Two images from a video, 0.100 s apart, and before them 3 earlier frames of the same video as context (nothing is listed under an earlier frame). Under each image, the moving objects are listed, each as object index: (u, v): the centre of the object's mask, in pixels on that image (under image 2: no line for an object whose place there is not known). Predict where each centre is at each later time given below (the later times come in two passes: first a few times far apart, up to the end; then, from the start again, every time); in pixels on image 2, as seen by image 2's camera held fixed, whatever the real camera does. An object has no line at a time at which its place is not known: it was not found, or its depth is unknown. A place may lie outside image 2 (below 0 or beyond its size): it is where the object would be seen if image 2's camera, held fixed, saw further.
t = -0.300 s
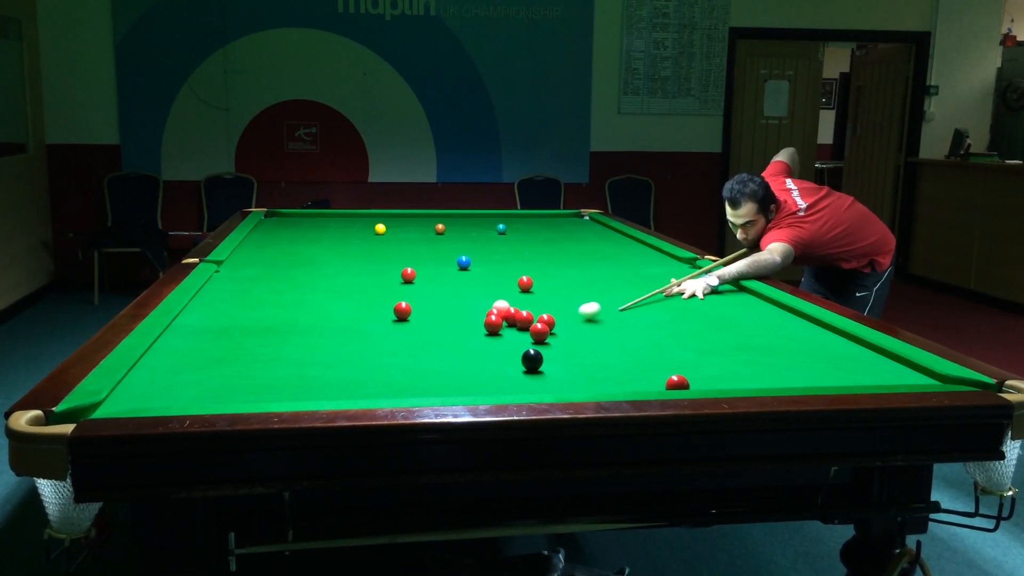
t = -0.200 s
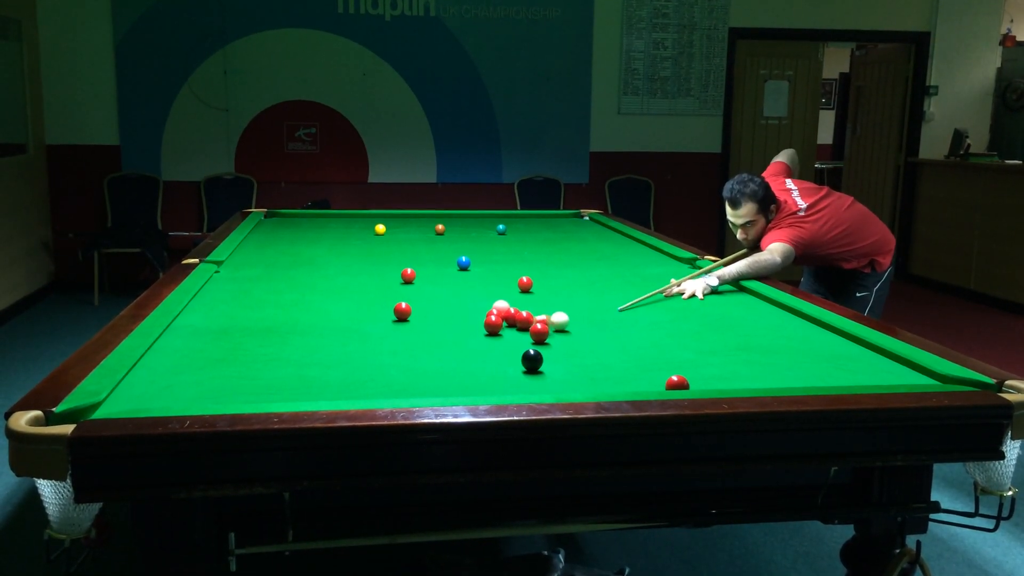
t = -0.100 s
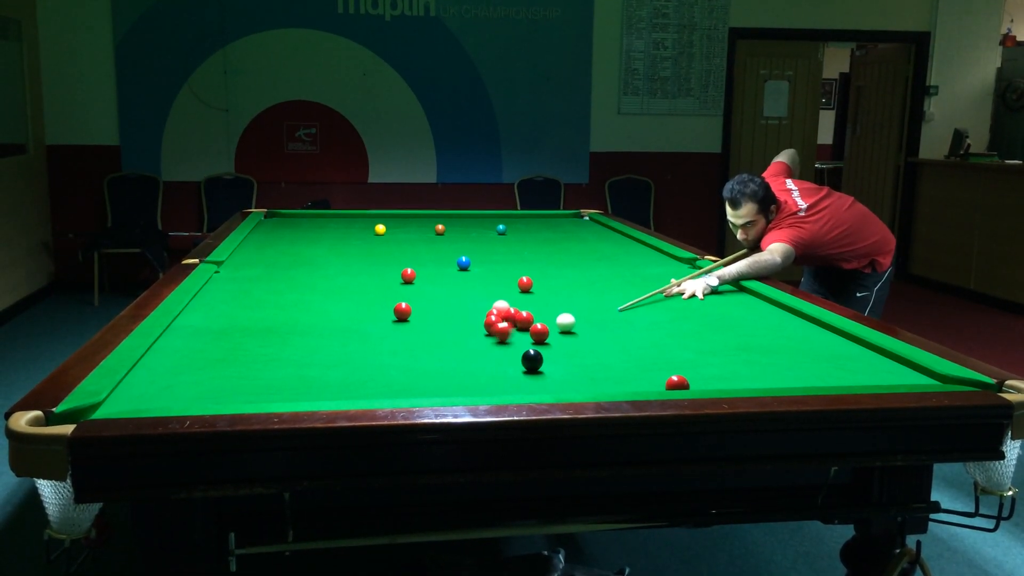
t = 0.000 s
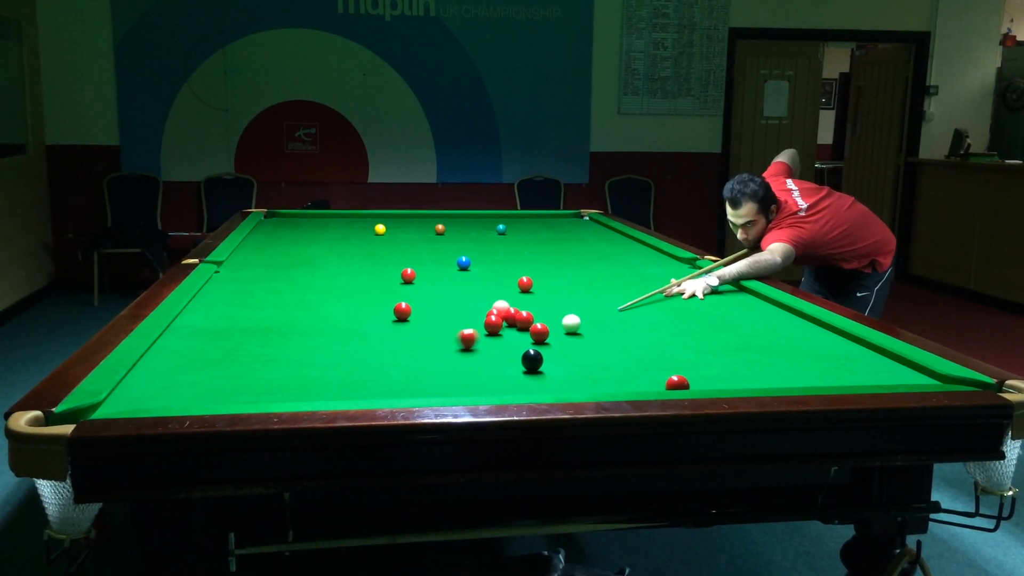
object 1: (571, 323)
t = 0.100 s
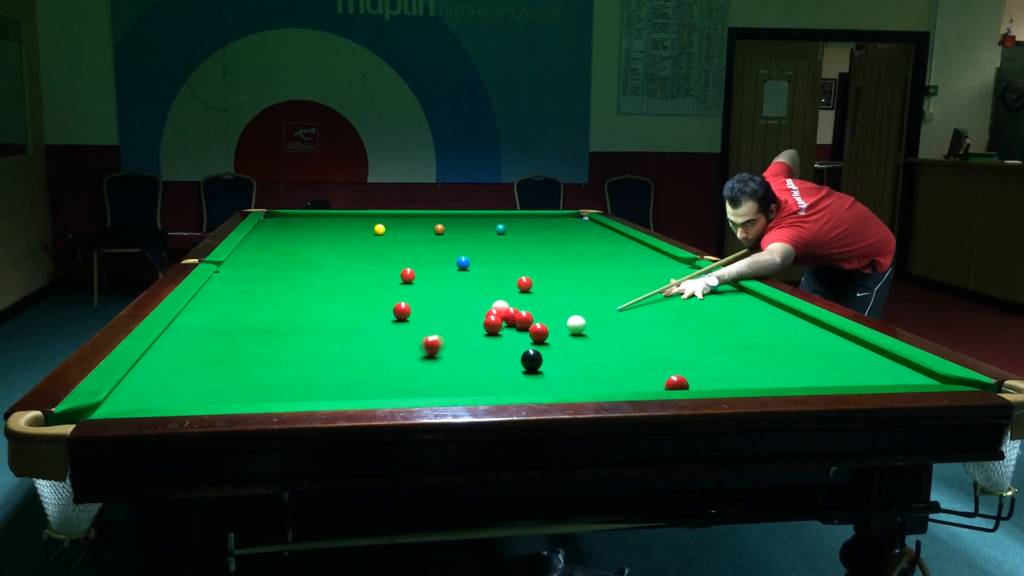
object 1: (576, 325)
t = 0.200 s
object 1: (582, 326)
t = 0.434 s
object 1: (593, 328)
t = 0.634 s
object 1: (602, 330)
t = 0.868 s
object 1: (611, 331)
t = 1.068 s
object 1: (618, 333)
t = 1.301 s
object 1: (623, 334)
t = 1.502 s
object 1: (628, 334)
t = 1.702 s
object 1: (631, 335)
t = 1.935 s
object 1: (633, 335)
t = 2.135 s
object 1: (634, 336)
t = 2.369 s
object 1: (634, 336)
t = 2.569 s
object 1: (634, 336)
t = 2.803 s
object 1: (634, 336)
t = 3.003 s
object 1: (634, 336)
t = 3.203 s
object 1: (634, 336)
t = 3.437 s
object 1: (634, 336)
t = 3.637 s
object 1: (634, 336)
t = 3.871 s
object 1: (634, 336)
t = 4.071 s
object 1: (634, 336)
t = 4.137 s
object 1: (634, 336)
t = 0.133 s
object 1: (578, 325)
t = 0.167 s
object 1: (580, 325)
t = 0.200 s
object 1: (582, 326)
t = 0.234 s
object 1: (583, 326)
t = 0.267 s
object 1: (585, 326)
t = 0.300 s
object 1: (587, 326)
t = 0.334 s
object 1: (588, 327)
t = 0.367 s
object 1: (590, 327)
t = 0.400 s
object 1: (591, 327)
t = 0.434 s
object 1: (593, 328)
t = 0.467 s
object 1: (595, 328)
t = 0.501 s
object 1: (596, 329)
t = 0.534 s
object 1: (598, 329)
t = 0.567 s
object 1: (599, 329)
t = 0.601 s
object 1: (600, 329)
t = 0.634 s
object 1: (602, 330)
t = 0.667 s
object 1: (603, 330)
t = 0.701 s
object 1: (605, 330)
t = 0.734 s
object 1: (606, 330)
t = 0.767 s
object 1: (607, 331)
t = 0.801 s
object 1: (609, 331)
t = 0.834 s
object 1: (610, 331)
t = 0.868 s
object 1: (611, 331)
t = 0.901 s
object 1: (612, 332)
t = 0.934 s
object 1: (613, 332)
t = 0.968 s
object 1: (614, 332)
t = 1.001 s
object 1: (616, 332)
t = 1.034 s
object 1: (617, 332)
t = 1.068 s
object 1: (618, 333)
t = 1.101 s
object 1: (619, 333)
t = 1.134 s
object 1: (620, 333)
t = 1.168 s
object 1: (620, 333)
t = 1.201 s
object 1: (621, 333)
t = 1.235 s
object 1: (622, 333)
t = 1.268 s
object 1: (623, 333)
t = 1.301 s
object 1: (623, 334)
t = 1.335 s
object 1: (624, 334)
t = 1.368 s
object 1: (625, 333)
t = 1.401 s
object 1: (626, 333)
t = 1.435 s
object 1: (627, 334)
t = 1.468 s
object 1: (628, 334)
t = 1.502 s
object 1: (628, 334)
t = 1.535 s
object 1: (629, 334)
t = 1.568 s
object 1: (629, 334)
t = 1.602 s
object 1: (630, 335)
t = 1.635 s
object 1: (630, 335)
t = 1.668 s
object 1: (631, 335)
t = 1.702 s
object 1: (631, 335)
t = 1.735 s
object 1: (632, 335)
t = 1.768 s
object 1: (632, 335)
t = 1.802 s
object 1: (633, 335)
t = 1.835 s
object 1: (633, 335)
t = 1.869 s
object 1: (633, 335)
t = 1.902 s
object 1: (633, 335)
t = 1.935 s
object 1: (633, 335)
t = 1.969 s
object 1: (634, 336)
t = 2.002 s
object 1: (634, 336)
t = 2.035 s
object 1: (634, 336)
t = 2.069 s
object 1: (634, 336)
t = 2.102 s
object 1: (634, 336)
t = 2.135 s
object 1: (634, 336)
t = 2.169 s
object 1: (634, 336)
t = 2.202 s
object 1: (634, 336)
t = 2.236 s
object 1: (634, 336)
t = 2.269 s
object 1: (634, 336)
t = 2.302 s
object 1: (634, 336)
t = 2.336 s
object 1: (634, 336)
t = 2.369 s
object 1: (634, 336)
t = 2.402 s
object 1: (634, 336)
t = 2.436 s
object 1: (634, 336)
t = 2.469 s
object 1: (634, 336)
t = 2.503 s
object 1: (634, 336)
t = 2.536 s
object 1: (634, 336)
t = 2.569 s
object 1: (634, 336)
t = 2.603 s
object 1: (634, 336)
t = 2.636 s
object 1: (634, 336)
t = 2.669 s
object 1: (634, 336)
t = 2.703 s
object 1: (634, 336)
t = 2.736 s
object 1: (634, 336)
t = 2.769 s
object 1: (634, 336)
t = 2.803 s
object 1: (634, 336)
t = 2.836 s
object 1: (634, 336)
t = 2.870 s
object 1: (634, 336)
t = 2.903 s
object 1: (634, 336)
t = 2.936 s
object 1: (634, 336)
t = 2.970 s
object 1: (634, 336)
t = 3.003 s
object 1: (634, 336)
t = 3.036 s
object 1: (634, 336)
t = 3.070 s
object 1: (634, 336)
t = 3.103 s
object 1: (634, 336)
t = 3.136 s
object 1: (634, 336)
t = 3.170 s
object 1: (634, 336)
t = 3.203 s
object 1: (634, 336)
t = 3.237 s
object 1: (634, 336)
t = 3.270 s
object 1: (634, 336)
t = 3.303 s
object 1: (634, 336)
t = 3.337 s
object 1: (634, 336)
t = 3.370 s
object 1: (634, 336)
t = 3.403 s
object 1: (634, 336)
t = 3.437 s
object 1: (634, 336)
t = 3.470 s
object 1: (634, 336)
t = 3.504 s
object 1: (634, 336)
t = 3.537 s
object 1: (634, 336)
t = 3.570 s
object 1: (634, 336)
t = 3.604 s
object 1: (634, 336)
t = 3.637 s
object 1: (634, 336)
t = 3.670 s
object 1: (634, 336)
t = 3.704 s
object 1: (634, 336)
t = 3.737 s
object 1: (634, 336)
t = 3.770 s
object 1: (634, 336)
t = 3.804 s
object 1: (634, 336)
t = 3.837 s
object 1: (634, 336)
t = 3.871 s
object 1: (634, 336)
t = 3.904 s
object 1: (634, 336)
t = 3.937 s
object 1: (634, 336)
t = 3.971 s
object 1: (634, 336)
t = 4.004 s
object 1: (634, 336)
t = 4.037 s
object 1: (634, 336)
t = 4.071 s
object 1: (634, 336)
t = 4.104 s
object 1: (634, 336)
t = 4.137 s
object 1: (634, 336)
